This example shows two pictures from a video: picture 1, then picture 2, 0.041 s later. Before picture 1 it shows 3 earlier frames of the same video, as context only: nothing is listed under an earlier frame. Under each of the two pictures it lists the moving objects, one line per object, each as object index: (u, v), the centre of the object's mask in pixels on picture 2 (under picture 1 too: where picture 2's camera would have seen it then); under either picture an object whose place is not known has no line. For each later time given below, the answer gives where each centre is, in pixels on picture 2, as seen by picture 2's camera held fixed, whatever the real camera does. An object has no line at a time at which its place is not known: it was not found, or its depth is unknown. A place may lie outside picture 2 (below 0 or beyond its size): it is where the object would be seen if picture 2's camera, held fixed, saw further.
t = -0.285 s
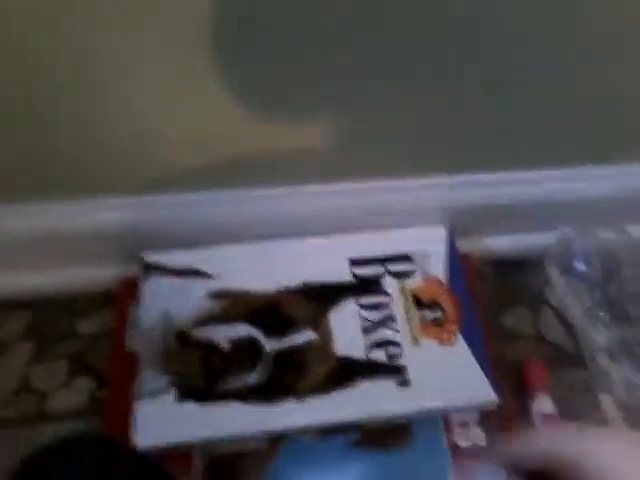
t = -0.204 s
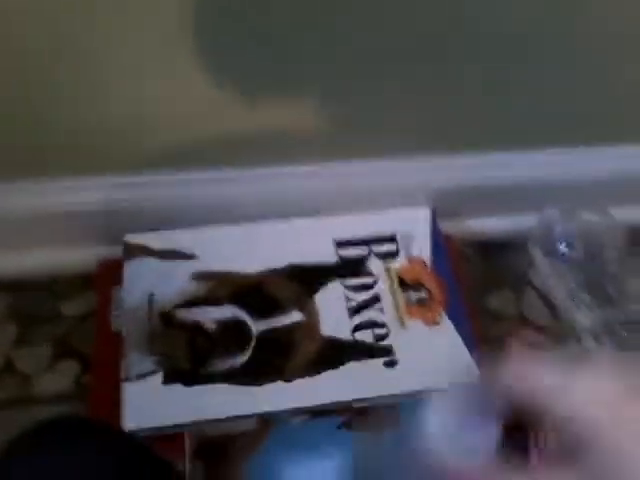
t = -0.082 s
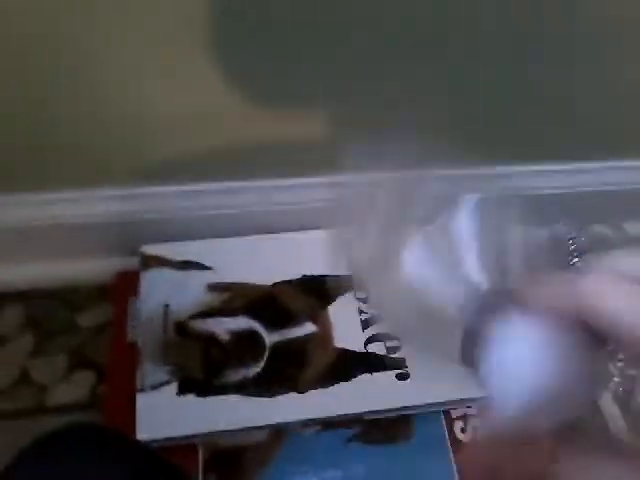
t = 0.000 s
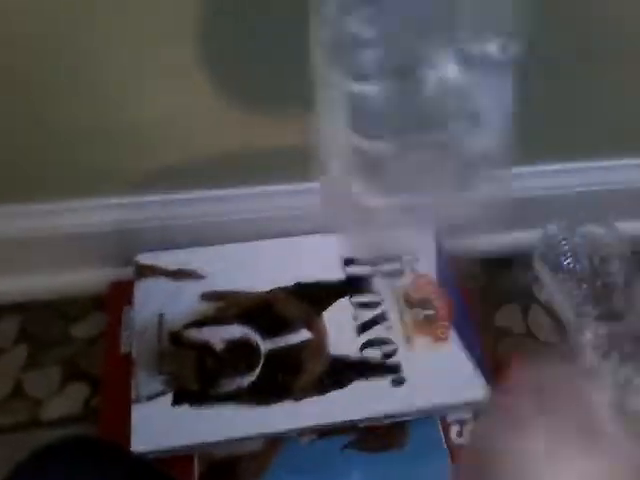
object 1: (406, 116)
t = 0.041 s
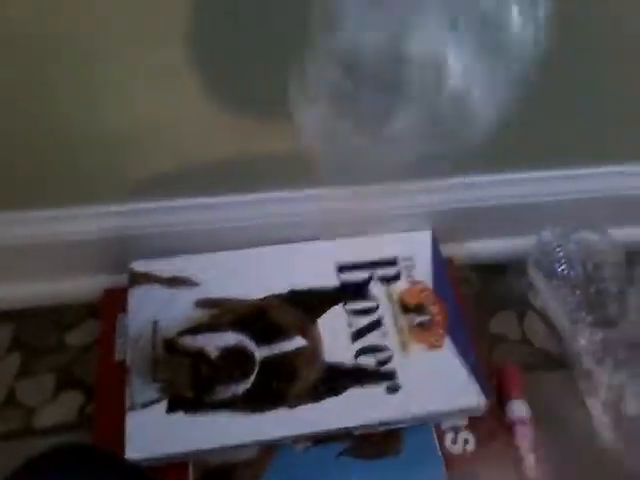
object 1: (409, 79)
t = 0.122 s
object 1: (380, 100)
